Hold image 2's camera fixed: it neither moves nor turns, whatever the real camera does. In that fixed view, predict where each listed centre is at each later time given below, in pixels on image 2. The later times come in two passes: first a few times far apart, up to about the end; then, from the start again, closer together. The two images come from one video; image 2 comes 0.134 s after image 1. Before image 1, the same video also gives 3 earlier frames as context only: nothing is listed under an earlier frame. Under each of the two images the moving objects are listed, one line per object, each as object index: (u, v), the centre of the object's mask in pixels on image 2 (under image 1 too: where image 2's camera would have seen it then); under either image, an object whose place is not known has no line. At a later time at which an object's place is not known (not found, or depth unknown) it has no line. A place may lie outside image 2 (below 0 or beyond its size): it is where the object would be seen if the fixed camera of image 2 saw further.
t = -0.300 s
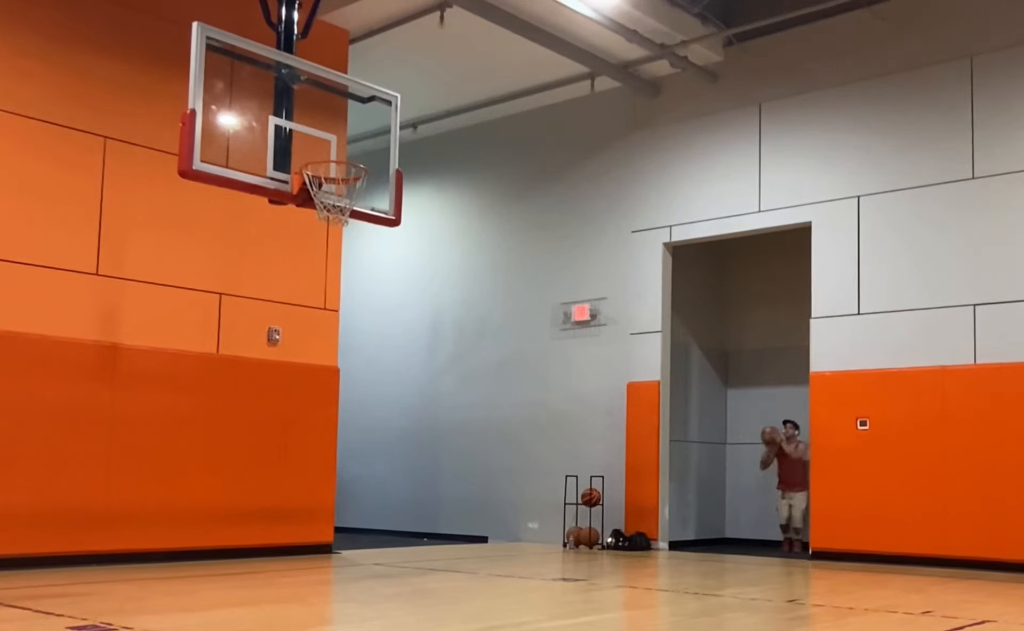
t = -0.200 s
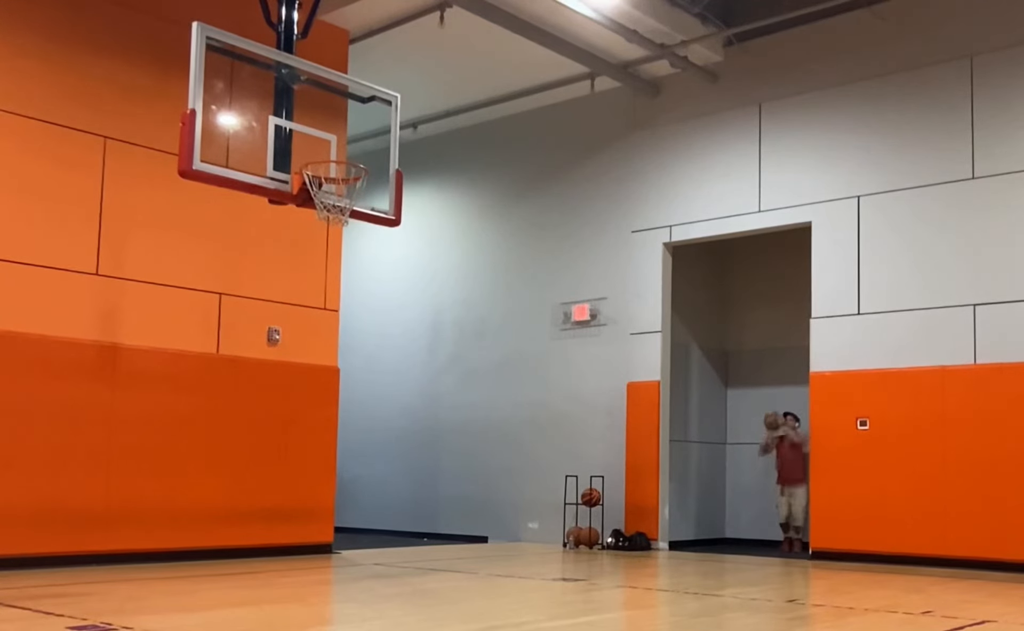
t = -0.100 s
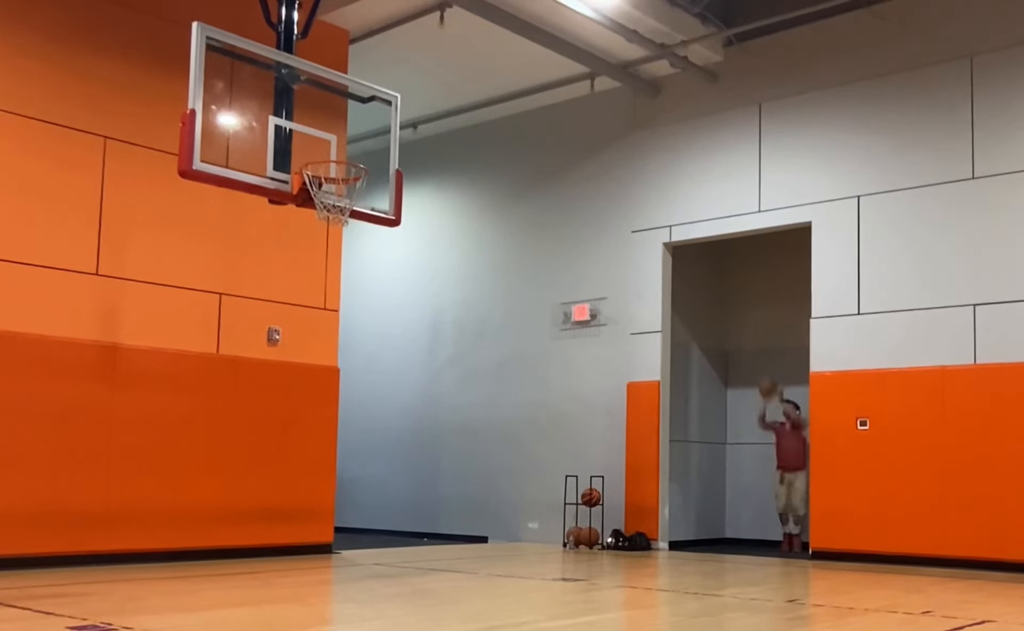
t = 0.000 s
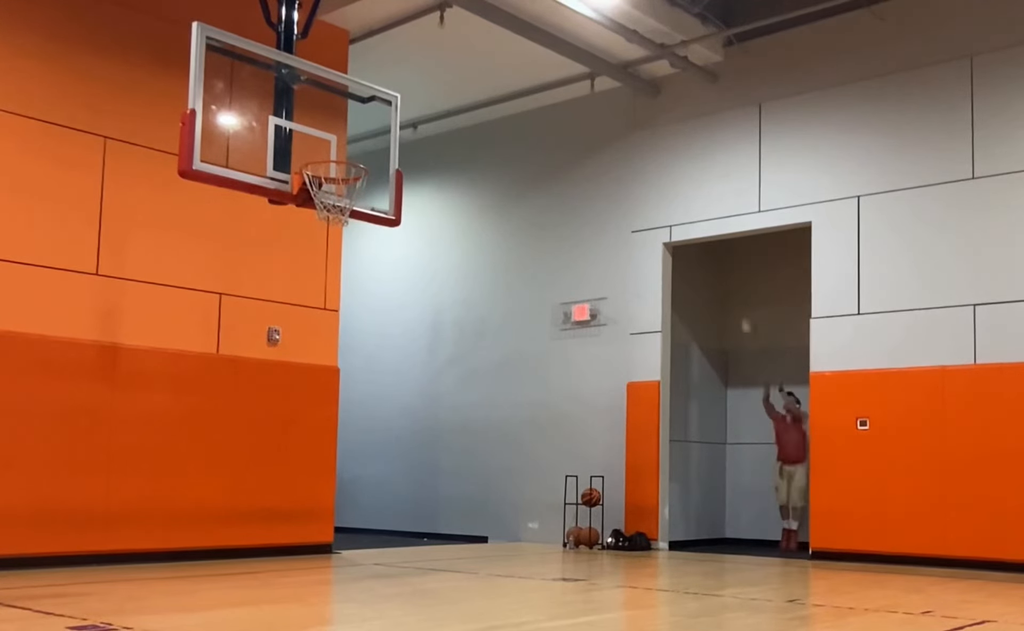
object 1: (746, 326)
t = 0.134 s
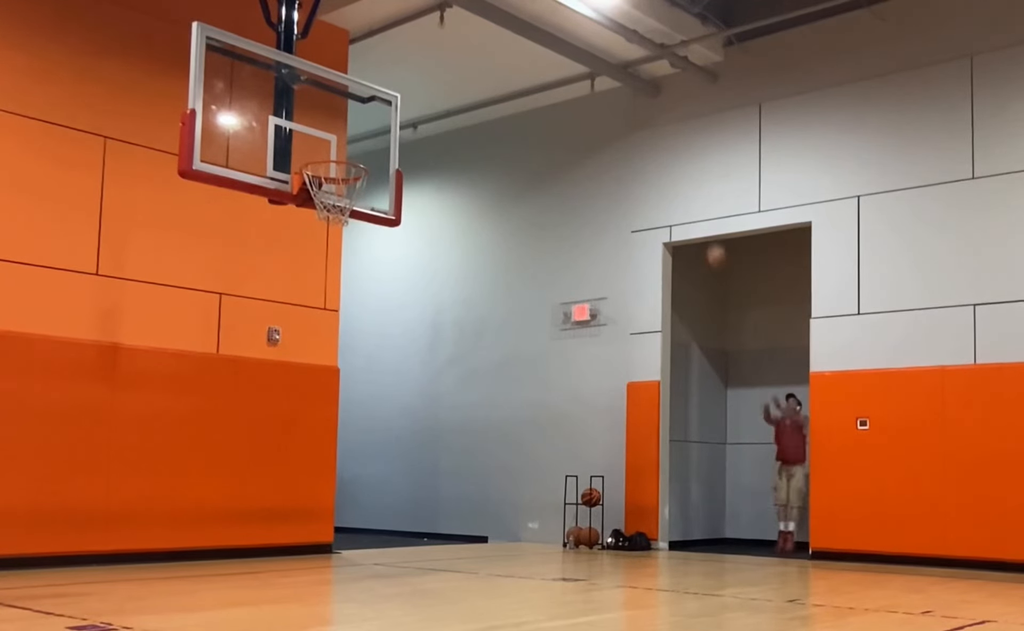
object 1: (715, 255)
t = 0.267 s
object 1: (685, 196)
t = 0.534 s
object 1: (611, 103)
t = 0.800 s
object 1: (522, 69)
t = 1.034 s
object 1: (423, 97)
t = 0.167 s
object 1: (708, 240)
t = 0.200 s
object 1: (701, 224)
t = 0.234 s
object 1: (693, 209)
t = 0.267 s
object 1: (685, 196)
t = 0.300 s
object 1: (676, 180)
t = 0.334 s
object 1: (667, 167)
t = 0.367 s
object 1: (658, 155)
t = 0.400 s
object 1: (649, 143)
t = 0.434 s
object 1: (639, 131)
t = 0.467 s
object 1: (630, 119)
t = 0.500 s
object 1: (621, 111)
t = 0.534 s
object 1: (611, 103)
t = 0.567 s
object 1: (601, 94)
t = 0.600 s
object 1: (591, 88)
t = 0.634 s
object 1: (580, 82)
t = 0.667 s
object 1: (569, 78)
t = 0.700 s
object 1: (558, 73)
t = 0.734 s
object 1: (546, 71)
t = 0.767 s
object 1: (534, 70)
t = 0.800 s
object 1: (522, 69)
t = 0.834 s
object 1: (509, 69)
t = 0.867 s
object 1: (496, 70)
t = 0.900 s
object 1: (482, 73)
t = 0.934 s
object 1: (468, 77)
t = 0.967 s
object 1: (454, 83)
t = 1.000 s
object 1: (438, 89)
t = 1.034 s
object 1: (423, 97)
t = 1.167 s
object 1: (356, 146)
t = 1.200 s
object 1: (338, 163)
